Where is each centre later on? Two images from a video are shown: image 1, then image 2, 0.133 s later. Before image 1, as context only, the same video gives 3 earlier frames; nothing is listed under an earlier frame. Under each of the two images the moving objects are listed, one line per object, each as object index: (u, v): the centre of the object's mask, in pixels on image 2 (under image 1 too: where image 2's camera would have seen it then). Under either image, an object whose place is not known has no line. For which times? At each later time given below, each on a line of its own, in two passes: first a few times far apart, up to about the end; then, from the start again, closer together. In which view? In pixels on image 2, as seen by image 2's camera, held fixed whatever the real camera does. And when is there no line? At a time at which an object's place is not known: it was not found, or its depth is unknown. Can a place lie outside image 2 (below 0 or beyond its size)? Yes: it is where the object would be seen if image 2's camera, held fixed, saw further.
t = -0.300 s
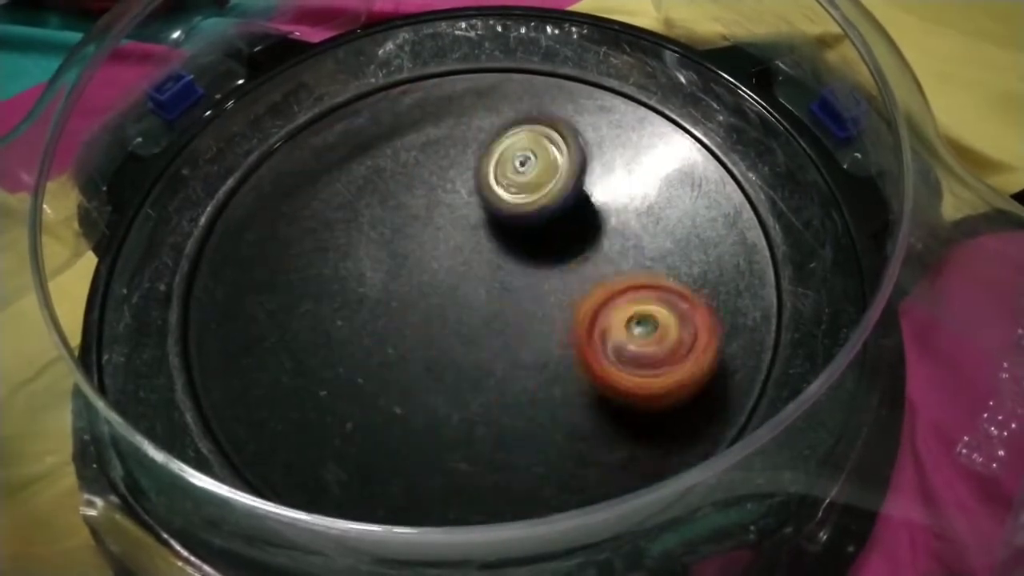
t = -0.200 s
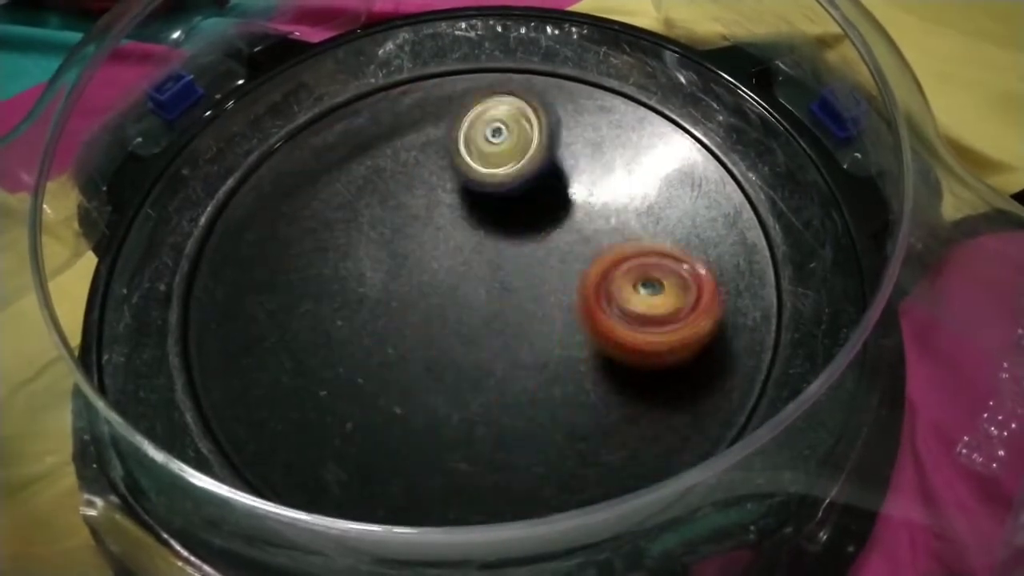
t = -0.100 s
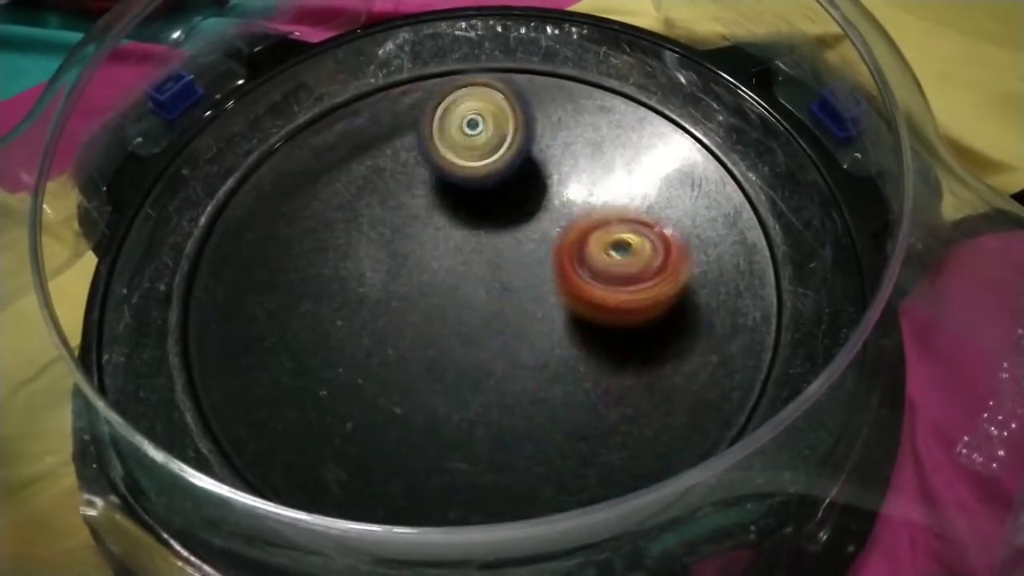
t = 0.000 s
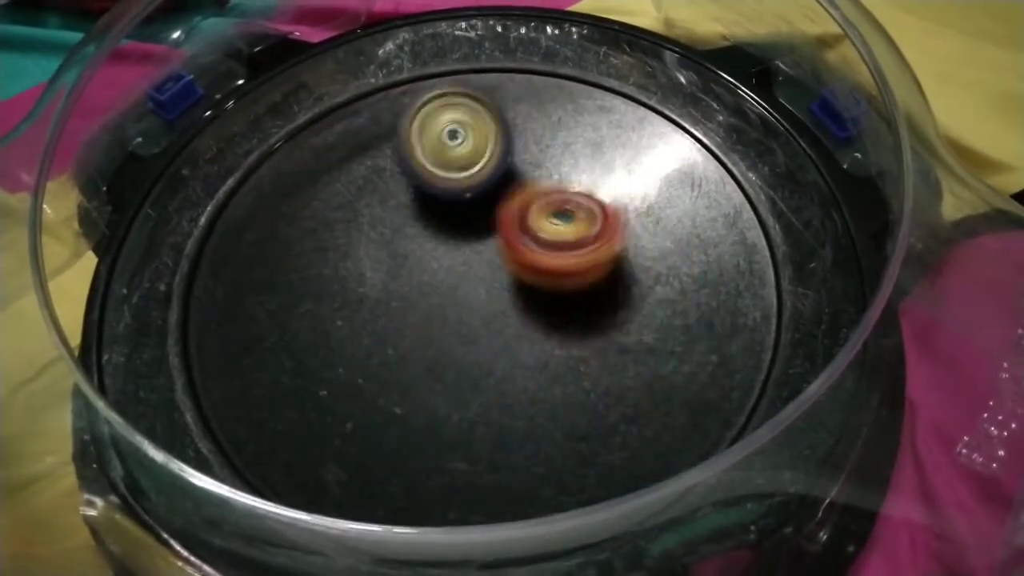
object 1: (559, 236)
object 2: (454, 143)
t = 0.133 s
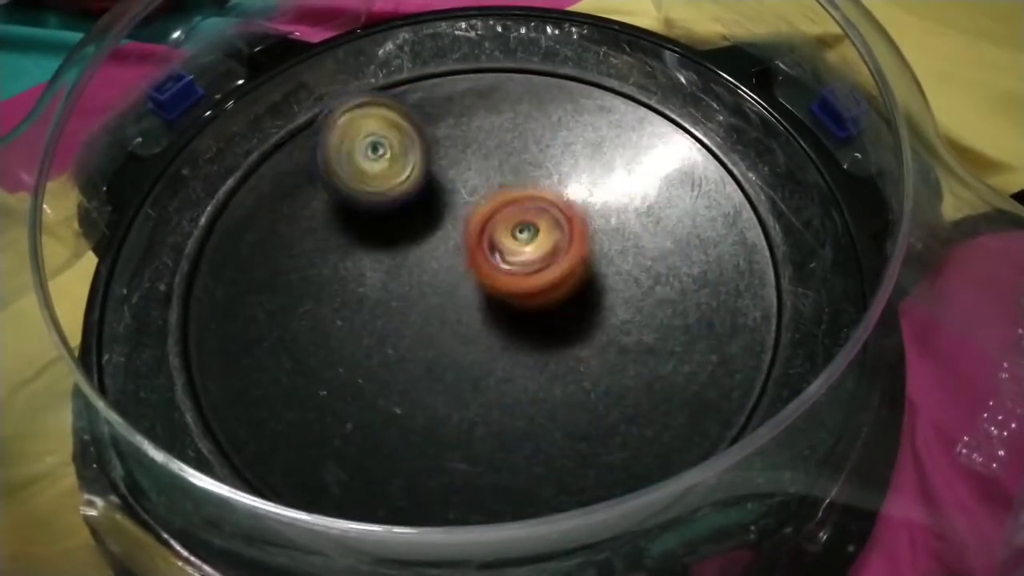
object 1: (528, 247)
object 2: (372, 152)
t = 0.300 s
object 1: (520, 281)
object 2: (300, 208)
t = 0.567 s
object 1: (487, 320)
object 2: (319, 334)
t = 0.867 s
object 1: (554, 254)
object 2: (339, 400)
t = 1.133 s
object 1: (516, 206)
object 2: (456, 312)
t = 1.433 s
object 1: (510, 144)
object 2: (431, 306)
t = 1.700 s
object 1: (499, 201)
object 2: (420, 315)
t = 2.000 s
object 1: (529, 230)
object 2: (453, 331)
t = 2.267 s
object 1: (557, 213)
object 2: (449, 328)
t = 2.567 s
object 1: (539, 193)
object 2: (437, 320)
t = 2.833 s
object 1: (497, 209)
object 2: (430, 311)
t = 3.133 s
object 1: (505, 209)
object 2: (428, 315)
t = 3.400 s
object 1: (528, 236)
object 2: (434, 319)
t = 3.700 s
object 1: (541, 237)
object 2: (401, 318)
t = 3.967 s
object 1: (522, 253)
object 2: (397, 283)
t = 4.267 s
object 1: (525, 251)
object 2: (403, 271)
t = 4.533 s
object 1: (525, 251)
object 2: (404, 271)
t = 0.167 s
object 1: (526, 253)
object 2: (355, 160)
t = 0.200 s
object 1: (527, 261)
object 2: (337, 169)
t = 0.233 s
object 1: (525, 267)
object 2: (323, 182)
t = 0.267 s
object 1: (525, 275)
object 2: (310, 194)
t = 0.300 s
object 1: (520, 281)
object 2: (300, 208)
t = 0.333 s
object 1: (520, 288)
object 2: (292, 224)
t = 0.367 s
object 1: (514, 293)
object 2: (285, 239)
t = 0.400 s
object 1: (513, 300)
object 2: (283, 255)
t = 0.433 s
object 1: (506, 305)
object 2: (283, 271)
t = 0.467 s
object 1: (504, 310)
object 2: (289, 289)
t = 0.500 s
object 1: (497, 314)
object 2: (296, 305)
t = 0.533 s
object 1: (494, 318)
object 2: (308, 321)
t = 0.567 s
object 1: (487, 320)
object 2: (319, 334)
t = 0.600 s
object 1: (484, 322)
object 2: (338, 348)
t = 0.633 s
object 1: (485, 319)
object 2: (341, 363)
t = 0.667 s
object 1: (510, 306)
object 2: (305, 384)
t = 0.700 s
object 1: (525, 298)
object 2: (288, 401)
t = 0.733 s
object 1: (533, 288)
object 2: (285, 404)
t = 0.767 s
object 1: (541, 280)
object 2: (294, 405)
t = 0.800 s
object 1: (546, 271)
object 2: (309, 404)
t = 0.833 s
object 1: (551, 262)
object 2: (325, 402)
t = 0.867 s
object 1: (554, 254)
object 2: (339, 400)
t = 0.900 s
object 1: (554, 244)
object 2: (358, 397)
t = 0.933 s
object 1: (554, 236)
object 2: (377, 390)
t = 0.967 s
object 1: (549, 229)
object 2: (393, 382)
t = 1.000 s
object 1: (545, 222)
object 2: (410, 370)
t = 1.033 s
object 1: (542, 216)
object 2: (425, 358)
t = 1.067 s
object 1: (534, 211)
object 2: (438, 344)
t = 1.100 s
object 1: (526, 208)
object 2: (449, 327)
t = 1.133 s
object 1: (516, 206)
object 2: (456, 312)
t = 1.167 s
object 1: (517, 194)
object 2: (449, 312)
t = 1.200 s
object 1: (519, 181)
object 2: (441, 315)
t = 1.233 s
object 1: (520, 169)
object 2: (437, 316)
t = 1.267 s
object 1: (519, 161)
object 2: (430, 307)
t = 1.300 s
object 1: (519, 155)
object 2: (427, 309)
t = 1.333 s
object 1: (517, 148)
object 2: (428, 309)
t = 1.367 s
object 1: (515, 145)
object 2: (429, 305)
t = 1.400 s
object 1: (511, 143)
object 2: (430, 307)
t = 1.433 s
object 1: (510, 144)
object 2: (431, 306)
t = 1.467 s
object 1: (506, 149)
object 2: (431, 304)
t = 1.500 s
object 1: (502, 154)
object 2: (432, 302)
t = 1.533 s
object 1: (501, 161)
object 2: (433, 301)
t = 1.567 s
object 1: (498, 170)
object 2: (435, 297)
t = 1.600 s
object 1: (493, 182)
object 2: (434, 293)
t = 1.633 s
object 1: (491, 192)
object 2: (433, 292)
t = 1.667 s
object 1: (496, 197)
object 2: (424, 308)
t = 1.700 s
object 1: (499, 201)
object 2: (420, 315)
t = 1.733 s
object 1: (500, 205)
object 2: (422, 321)
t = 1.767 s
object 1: (504, 208)
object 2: (427, 322)
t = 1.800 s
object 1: (507, 216)
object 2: (432, 317)
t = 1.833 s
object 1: (509, 220)
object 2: (435, 316)
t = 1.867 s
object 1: (514, 223)
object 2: (436, 325)
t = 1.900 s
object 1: (519, 226)
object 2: (437, 332)
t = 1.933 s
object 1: (521, 226)
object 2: (442, 334)
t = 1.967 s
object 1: (524, 228)
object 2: (451, 330)
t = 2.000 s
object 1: (529, 230)
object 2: (453, 331)
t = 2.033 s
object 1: (541, 223)
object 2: (444, 341)
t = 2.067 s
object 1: (549, 221)
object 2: (441, 345)
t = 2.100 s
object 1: (553, 217)
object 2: (442, 348)
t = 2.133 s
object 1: (555, 214)
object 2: (445, 349)
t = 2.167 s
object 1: (560, 211)
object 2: (449, 348)
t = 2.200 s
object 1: (561, 213)
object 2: (452, 341)
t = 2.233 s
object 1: (558, 214)
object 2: (453, 332)
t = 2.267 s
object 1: (557, 213)
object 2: (449, 328)
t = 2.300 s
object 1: (556, 216)
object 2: (451, 322)
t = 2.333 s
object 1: (552, 219)
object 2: (454, 319)
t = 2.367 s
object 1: (544, 223)
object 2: (454, 313)
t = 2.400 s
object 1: (541, 221)
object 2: (450, 314)
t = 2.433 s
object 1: (544, 214)
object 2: (441, 317)
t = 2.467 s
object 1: (545, 209)
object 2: (436, 322)
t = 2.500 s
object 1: (541, 201)
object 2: (435, 323)
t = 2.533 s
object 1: (541, 196)
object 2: (436, 322)
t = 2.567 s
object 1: (539, 193)
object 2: (437, 320)
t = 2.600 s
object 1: (538, 192)
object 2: (435, 315)
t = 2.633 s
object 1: (532, 190)
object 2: (433, 314)
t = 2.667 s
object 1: (528, 190)
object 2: (429, 314)
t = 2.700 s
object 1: (524, 192)
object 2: (428, 314)
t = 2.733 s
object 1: (517, 196)
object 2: (426, 313)
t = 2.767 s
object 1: (509, 199)
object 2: (427, 313)
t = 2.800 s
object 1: (502, 203)
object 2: (428, 312)
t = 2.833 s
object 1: (497, 209)
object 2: (430, 311)
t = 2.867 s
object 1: (496, 210)
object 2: (427, 310)
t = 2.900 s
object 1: (493, 213)
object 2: (425, 314)
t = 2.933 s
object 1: (490, 212)
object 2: (427, 314)
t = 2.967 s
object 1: (490, 213)
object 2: (427, 314)
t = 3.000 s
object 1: (496, 211)
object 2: (425, 312)
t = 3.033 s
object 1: (497, 210)
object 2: (425, 313)
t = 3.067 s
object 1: (498, 210)
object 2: (424, 314)
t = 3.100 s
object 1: (500, 208)
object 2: (429, 315)
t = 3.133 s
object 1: (505, 209)
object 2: (428, 315)
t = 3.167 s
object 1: (509, 211)
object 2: (427, 312)
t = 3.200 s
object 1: (514, 213)
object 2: (431, 314)
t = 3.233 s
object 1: (521, 217)
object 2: (424, 322)
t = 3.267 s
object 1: (529, 218)
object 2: (424, 327)
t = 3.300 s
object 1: (534, 221)
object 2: (427, 330)
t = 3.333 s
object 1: (533, 226)
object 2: (433, 327)
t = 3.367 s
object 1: (530, 233)
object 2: (435, 324)
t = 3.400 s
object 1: (528, 236)
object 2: (434, 319)
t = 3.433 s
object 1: (528, 238)
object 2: (432, 316)
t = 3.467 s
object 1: (527, 240)
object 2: (432, 314)
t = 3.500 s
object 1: (531, 238)
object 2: (424, 320)
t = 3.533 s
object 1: (537, 233)
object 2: (410, 326)
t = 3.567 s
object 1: (540, 228)
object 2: (406, 322)
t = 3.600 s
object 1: (542, 226)
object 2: (401, 324)
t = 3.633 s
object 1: (542, 227)
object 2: (401, 320)
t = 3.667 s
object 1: (543, 233)
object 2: (401, 320)
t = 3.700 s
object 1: (541, 237)
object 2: (401, 318)
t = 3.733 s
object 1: (538, 242)
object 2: (402, 313)
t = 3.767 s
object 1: (535, 244)
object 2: (402, 309)
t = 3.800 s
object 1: (531, 247)
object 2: (399, 304)
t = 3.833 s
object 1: (526, 251)
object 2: (399, 298)
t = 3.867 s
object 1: (521, 254)
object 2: (397, 291)
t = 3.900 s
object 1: (520, 254)
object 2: (396, 288)
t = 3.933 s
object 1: (521, 253)
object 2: (396, 284)
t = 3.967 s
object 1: (522, 253)
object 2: (397, 283)
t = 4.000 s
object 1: (522, 253)
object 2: (397, 281)
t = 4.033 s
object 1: (522, 253)
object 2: (398, 277)
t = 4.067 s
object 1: (523, 253)
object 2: (399, 276)
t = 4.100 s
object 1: (523, 252)
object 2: (400, 275)
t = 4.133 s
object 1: (524, 252)
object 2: (400, 274)
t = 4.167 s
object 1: (524, 252)
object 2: (401, 274)
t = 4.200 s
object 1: (524, 252)
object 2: (401, 273)
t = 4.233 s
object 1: (525, 252)
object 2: (403, 272)
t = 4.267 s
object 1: (525, 251)
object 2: (403, 271)
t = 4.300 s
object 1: (525, 251)
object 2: (403, 271)
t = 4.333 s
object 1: (525, 251)
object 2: (403, 271)
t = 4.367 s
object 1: (525, 251)
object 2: (403, 271)
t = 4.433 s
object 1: (525, 251)
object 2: (404, 270)
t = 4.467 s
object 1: (525, 251)
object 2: (404, 271)
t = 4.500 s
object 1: (525, 251)
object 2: (404, 270)
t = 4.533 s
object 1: (525, 251)
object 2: (404, 271)
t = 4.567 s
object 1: (525, 251)
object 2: (404, 271)
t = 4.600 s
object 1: (525, 251)
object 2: (404, 270)
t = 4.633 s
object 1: (525, 251)
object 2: (404, 271)
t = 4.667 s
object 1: (525, 251)
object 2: (404, 270)
